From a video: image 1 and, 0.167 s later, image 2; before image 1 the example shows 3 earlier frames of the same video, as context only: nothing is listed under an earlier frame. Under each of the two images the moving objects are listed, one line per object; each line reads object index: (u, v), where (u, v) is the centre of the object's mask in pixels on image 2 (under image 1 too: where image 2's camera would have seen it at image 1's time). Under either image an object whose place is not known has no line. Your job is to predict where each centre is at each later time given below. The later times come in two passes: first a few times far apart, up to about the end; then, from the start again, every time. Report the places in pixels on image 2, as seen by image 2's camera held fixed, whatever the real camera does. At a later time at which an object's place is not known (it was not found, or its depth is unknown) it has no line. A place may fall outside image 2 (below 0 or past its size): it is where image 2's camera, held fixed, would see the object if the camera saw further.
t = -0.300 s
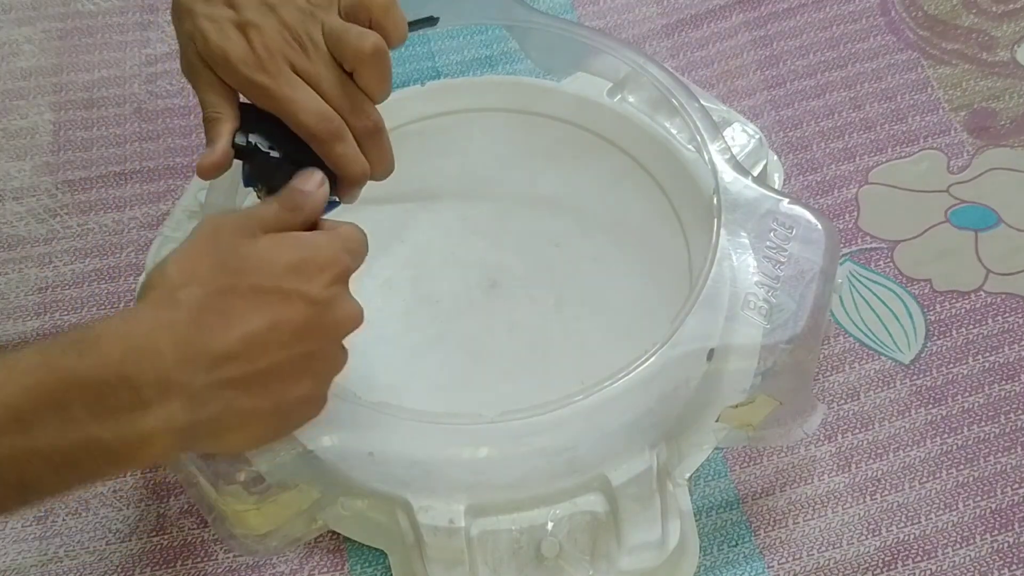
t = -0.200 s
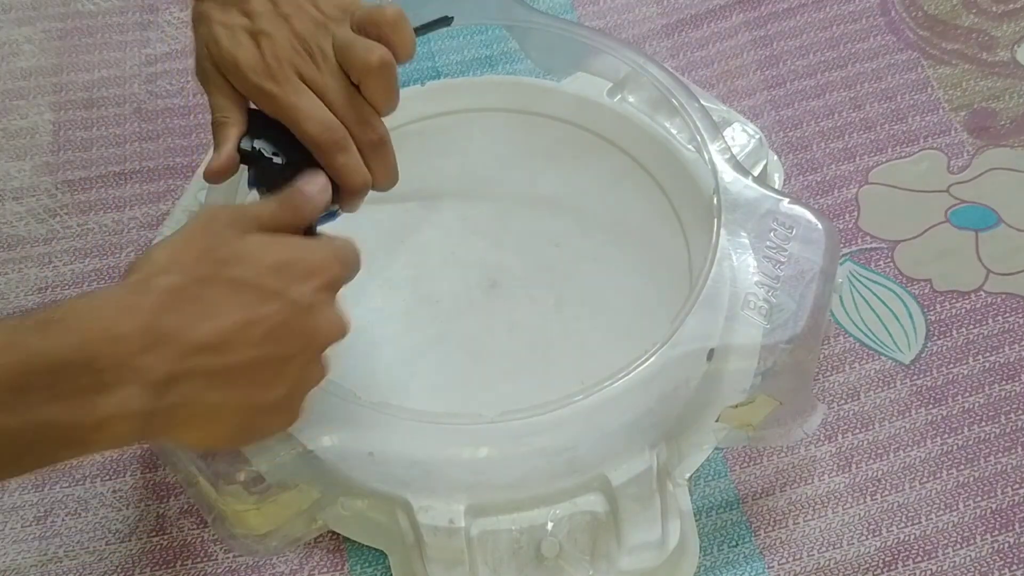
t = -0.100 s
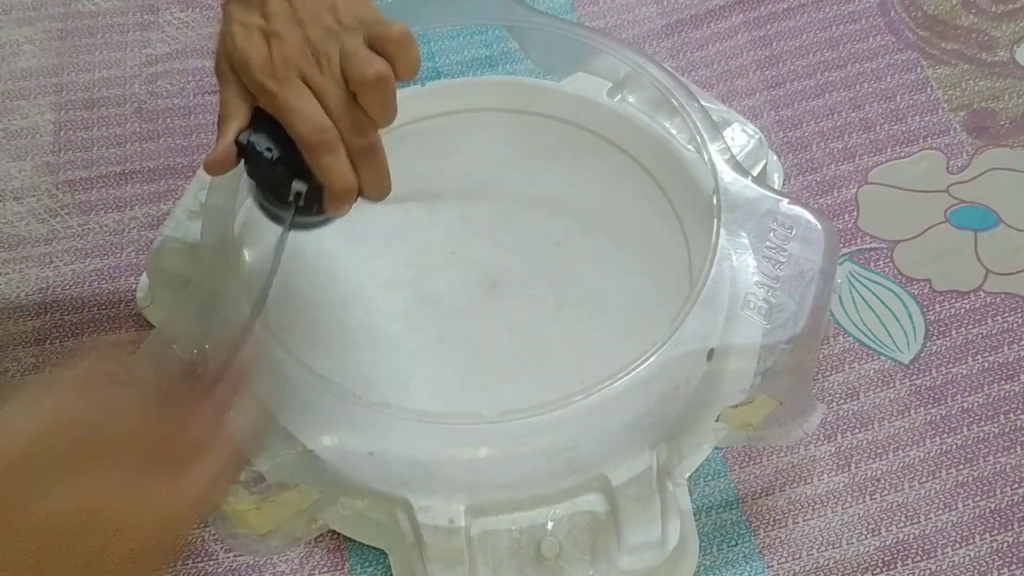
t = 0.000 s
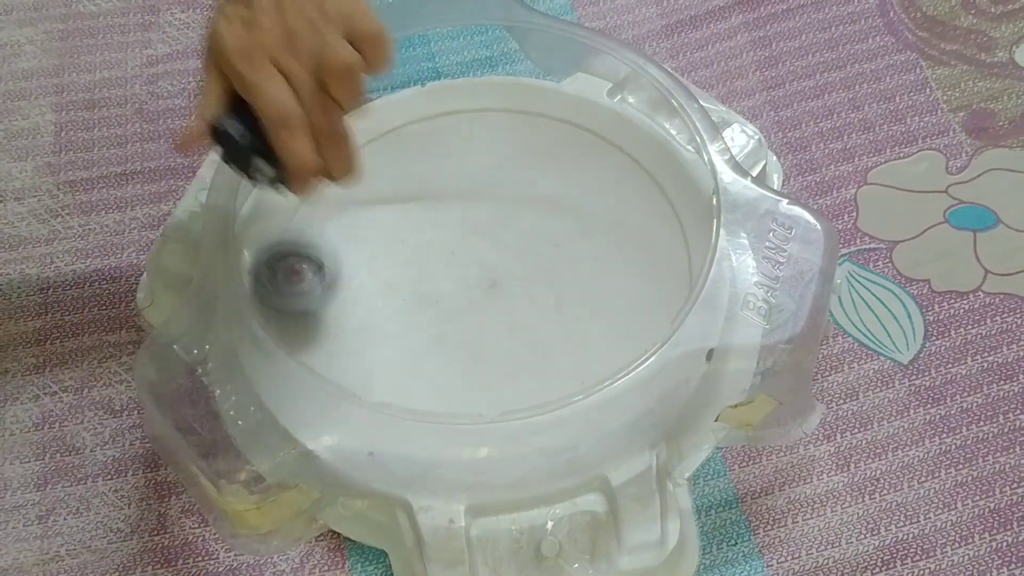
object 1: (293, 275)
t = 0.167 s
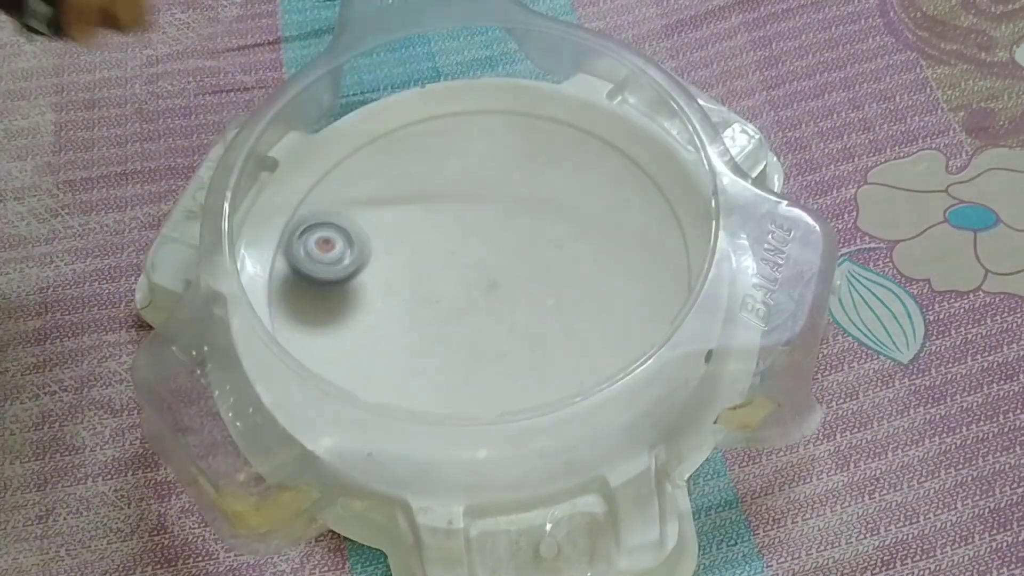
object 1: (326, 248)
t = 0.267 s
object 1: (344, 222)
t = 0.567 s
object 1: (346, 153)
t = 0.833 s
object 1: (458, 208)
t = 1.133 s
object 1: (583, 110)
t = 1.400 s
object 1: (449, 169)
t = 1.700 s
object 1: (651, 316)
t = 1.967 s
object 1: (615, 193)
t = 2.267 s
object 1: (372, 357)
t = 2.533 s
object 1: (621, 397)
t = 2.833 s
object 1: (508, 138)
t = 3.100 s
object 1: (280, 286)
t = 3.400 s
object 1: (600, 355)
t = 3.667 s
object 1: (555, 104)
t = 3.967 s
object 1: (318, 262)
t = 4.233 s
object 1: (599, 349)
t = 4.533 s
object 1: (564, 114)
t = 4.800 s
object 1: (371, 265)
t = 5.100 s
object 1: (614, 387)
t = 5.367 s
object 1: (593, 176)
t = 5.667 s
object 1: (343, 254)
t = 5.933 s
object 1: (482, 417)
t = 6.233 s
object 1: (594, 202)
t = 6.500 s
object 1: (396, 147)
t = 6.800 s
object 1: (418, 342)
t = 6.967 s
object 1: (566, 332)
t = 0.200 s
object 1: (332, 240)
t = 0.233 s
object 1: (339, 232)
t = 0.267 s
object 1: (344, 222)
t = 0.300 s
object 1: (349, 216)
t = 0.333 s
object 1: (354, 203)
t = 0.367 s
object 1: (358, 194)
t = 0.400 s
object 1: (359, 184)
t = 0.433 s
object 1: (360, 177)
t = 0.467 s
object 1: (358, 166)
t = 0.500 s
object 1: (355, 159)
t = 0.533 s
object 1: (352, 155)
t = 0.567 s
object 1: (346, 153)
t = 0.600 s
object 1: (342, 152)
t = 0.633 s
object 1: (337, 160)
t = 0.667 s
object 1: (339, 173)
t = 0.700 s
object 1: (351, 184)
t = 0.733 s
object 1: (374, 197)
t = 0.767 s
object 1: (400, 206)
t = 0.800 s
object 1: (428, 208)
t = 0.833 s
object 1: (458, 208)
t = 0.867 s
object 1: (488, 204)
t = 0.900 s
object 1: (515, 195)
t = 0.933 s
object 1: (543, 182)
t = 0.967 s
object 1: (565, 170)
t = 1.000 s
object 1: (581, 155)
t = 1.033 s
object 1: (594, 135)
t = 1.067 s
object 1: (596, 122)
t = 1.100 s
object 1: (591, 112)
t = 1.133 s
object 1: (583, 110)
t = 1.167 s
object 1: (571, 107)
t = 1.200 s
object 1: (558, 105)
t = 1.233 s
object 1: (540, 104)
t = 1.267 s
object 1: (522, 107)
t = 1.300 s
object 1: (500, 111)
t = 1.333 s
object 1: (476, 120)
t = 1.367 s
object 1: (460, 145)
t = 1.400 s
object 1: (449, 169)
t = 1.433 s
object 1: (448, 195)
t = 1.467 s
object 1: (455, 228)
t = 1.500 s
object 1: (469, 256)
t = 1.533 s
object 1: (493, 283)
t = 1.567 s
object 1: (521, 304)
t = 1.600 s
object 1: (557, 321)
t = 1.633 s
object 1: (595, 330)
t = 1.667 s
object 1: (630, 325)
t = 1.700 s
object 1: (651, 316)
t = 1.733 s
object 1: (666, 300)
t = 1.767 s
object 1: (678, 277)
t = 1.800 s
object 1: (686, 257)
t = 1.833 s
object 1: (689, 239)
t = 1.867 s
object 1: (690, 223)
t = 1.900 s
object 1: (677, 214)
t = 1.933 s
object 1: (652, 203)
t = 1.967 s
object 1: (615, 193)
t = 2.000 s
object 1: (582, 187)
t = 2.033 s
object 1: (548, 186)
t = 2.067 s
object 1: (511, 196)
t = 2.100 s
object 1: (477, 210)
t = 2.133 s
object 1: (442, 232)
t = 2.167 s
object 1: (414, 259)
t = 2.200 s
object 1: (391, 289)
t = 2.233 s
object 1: (377, 323)
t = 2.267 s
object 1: (372, 357)
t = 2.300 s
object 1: (375, 394)
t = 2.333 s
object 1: (388, 426)
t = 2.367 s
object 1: (419, 446)
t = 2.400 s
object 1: (459, 446)
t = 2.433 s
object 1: (498, 442)
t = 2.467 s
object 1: (547, 436)
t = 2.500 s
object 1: (587, 419)
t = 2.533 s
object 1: (621, 397)
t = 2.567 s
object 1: (628, 352)
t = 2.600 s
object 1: (649, 322)
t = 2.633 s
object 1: (657, 297)
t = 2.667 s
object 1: (654, 260)
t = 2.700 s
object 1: (638, 225)
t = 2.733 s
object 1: (614, 194)
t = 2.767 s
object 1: (581, 170)
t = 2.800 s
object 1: (546, 152)
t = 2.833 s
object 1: (508, 138)
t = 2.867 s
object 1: (463, 132)
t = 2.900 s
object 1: (423, 136)
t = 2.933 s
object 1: (384, 143)
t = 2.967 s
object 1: (343, 159)
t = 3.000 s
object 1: (311, 175)
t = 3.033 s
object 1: (289, 208)
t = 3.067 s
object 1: (281, 248)
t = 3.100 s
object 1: (280, 286)
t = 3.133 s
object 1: (292, 327)
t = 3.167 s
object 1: (311, 365)
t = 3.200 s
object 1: (347, 397)
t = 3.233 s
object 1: (388, 420)
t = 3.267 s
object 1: (438, 429)
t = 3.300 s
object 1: (485, 426)
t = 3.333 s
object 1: (529, 413)
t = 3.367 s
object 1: (568, 380)
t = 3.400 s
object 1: (600, 355)
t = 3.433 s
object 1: (626, 323)
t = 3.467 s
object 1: (641, 288)
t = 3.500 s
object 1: (646, 249)
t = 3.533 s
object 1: (642, 212)
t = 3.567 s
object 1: (633, 173)
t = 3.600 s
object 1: (616, 145)
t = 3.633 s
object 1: (592, 119)
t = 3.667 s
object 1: (555, 104)
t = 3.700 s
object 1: (511, 99)
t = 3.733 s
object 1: (470, 99)
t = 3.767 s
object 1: (431, 106)
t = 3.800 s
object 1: (392, 120)
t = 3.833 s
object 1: (360, 138)
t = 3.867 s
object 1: (331, 164)
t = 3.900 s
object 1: (318, 193)
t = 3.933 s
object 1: (314, 227)
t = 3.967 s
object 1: (318, 262)
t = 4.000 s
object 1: (336, 300)
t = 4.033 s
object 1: (361, 332)
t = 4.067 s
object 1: (393, 357)
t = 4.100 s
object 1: (433, 377)
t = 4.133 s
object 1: (471, 383)
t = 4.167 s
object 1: (513, 380)
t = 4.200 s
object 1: (557, 370)
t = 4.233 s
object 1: (599, 349)
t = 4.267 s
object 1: (627, 327)
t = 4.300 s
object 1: (652, 299)
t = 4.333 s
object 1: (669, 266)
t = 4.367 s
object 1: (675, 231)
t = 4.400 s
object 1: (669, 199)
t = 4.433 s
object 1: (645, 173)
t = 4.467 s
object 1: (620, 145)
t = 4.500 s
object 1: (591, 127)
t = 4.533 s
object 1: (564, 114)
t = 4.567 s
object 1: (529, 110)
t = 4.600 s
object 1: (494, 113)
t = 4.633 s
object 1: (461, 129)
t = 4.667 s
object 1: (432, 147)
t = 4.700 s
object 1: (404, 171)
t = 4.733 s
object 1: (385, 199)
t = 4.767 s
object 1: (374, 229)
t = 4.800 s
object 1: (371, 265)
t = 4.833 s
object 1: (375, 301)
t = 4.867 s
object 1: (386, 332)
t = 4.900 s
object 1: (408, 365)
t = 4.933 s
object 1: (438, 385)
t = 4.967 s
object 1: (469, 405)
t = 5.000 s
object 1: (505, 415)
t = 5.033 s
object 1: (542, 415)
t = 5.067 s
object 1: (581, 405)
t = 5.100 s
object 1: (614, 387)
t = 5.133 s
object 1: (625, 350)
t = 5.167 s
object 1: (642, 327)
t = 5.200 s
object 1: (656, 299)
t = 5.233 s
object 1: (663, 269)
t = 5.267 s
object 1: (658, 238)
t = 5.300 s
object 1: (642, 214)
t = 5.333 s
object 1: (621, 193)
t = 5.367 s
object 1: (593, 176)
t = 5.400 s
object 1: (561, 165)
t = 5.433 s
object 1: (527, 160)
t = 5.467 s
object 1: (491, 162)
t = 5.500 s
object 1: (459, 169)
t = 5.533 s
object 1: (429, 177)
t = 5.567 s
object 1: (403, 191)
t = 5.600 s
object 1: (378, 206)
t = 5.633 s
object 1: (358, 229)
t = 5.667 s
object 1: (343, 254)
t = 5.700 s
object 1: (334, 284)
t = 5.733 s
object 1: (332, 313)
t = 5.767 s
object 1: (340, 341)
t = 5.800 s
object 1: (357, 362)
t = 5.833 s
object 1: (379, 391)
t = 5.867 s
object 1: (412, 408)
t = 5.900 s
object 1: (447, 417)
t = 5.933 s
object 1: (482, 417)
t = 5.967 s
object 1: (519, 405)
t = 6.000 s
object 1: (551, 389)
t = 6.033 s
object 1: (576, 363)
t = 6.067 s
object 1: (597, 340)
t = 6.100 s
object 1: (610, 311)
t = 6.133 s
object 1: (615, 282)
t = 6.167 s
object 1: (614, 253)
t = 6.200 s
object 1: (605, 225)
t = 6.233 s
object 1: (594, 202)
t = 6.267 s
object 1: (577, 182)
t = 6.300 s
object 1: (554, 163)
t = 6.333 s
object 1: (531, 149)
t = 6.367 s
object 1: (504, 139)
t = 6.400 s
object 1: (476, 133)
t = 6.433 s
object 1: (449, 132)
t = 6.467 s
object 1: (420, 137)
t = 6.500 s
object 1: (396, 147)
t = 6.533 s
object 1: (373, 160)
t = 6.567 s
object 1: (353, 180)
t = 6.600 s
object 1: (342, 203)
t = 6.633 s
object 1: (335, 229)
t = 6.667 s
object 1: (338, 255)
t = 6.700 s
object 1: (350, 281)
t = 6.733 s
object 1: (367, 307)
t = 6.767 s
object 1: (389, 329)
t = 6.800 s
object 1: (418, 342)
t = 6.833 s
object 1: (447, 352)
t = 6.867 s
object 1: (478, 354)
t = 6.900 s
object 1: (510, 355)
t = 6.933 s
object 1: (540, 345)
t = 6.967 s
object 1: (566, 332)
